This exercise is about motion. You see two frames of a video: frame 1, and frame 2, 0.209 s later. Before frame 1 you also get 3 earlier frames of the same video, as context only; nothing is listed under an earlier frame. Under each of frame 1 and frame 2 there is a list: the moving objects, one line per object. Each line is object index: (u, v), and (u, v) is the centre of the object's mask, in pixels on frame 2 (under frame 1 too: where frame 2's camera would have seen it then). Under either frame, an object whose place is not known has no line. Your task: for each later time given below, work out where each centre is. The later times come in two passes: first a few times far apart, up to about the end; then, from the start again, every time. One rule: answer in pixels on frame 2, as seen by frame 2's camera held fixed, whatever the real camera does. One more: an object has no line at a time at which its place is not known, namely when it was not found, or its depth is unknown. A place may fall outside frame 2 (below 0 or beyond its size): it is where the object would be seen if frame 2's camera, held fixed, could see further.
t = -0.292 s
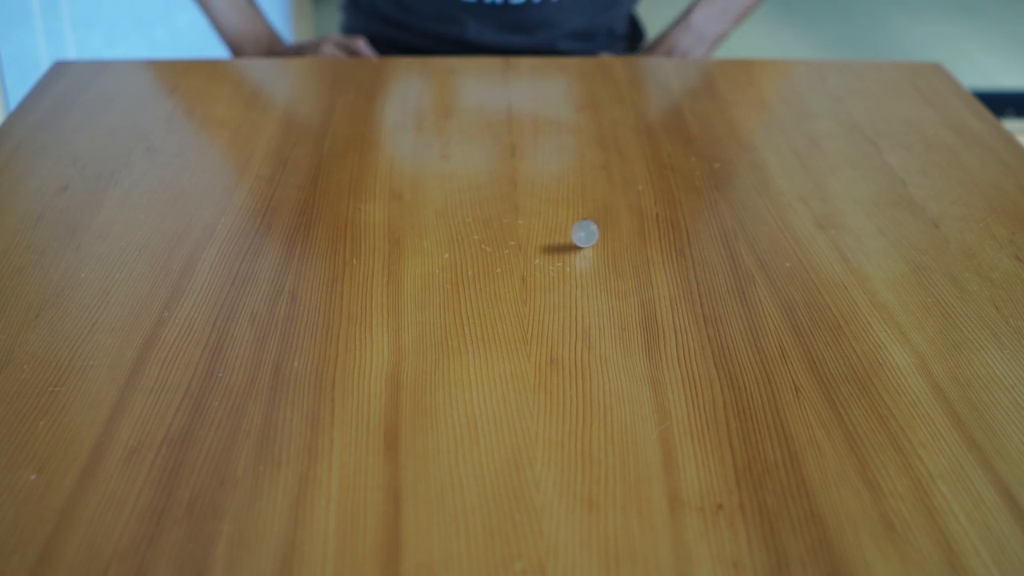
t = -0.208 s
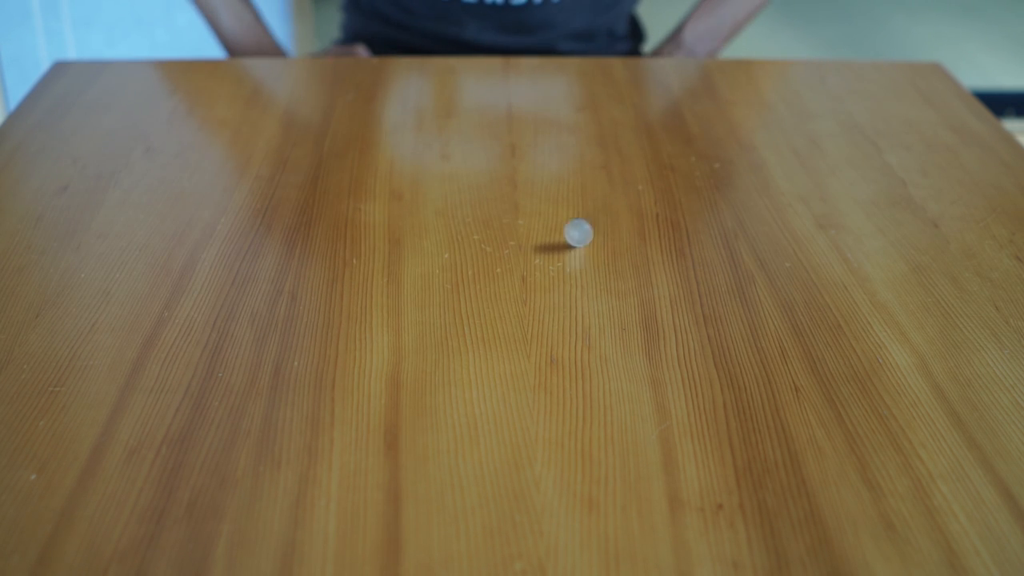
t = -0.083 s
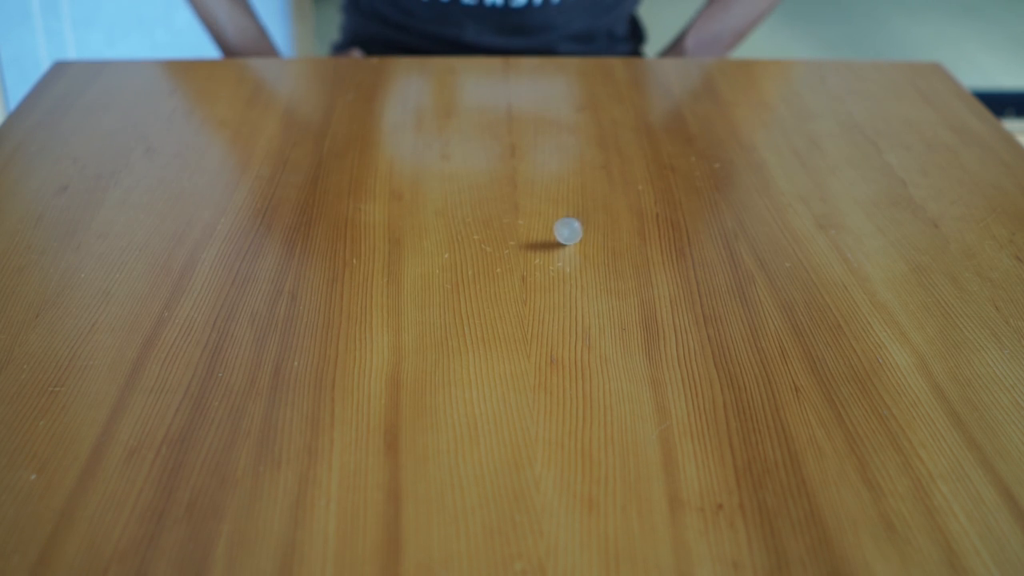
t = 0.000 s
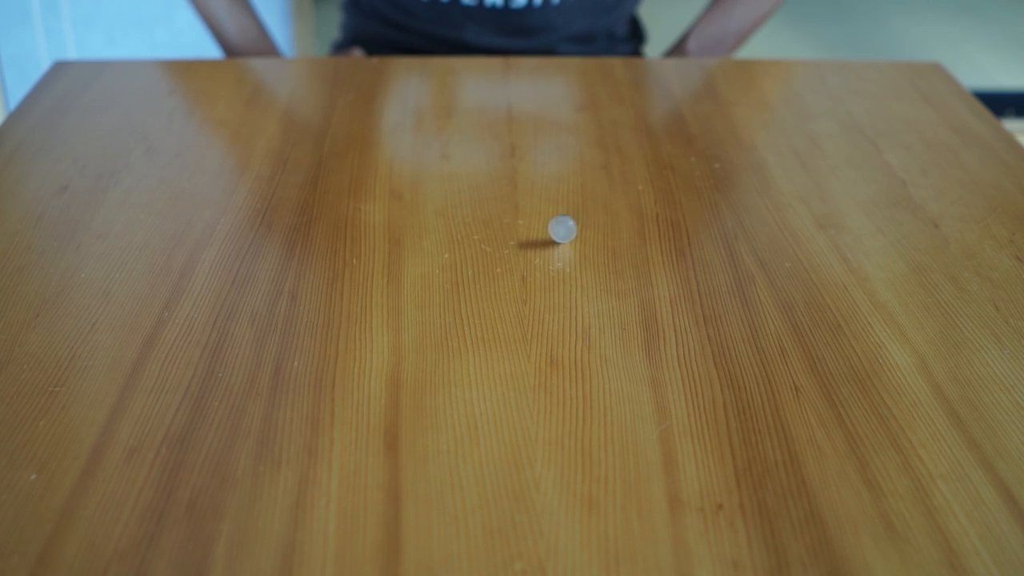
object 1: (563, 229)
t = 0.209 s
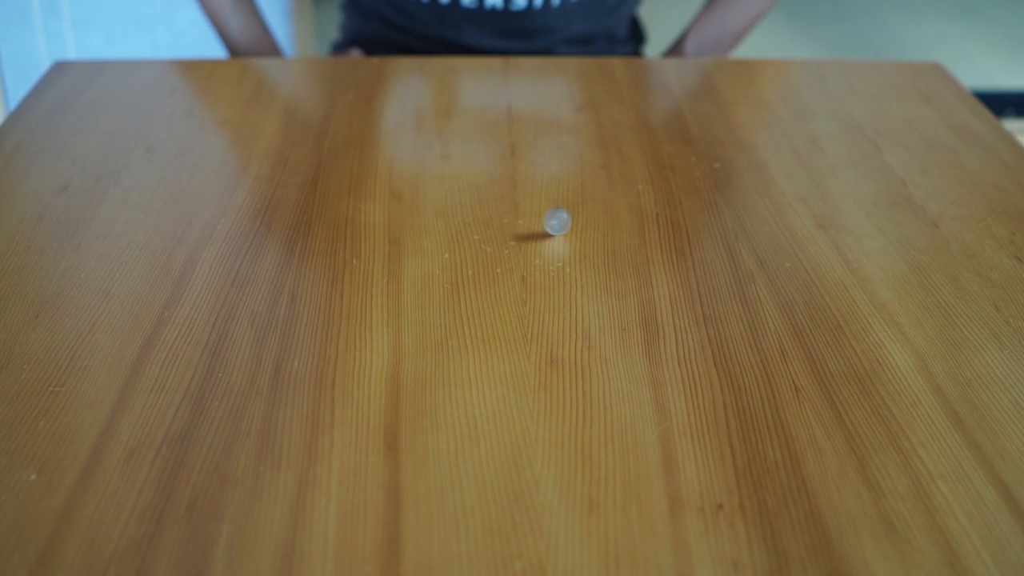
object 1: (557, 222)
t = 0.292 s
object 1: (558, 220)
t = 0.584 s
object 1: (573, 214)
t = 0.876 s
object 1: (599, 215)
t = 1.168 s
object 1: (617, 227)
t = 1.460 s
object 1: (609, 241)
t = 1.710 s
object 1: (586, 250)
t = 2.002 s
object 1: (552, 249)
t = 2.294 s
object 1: (526, 238)
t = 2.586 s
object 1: (535, 227)
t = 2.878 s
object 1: (565, 227)
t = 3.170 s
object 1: (577, 246)
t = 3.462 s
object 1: (546, 252)
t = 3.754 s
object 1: (534, 239)
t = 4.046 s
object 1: (567, 242)
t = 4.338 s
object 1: (559, 256)
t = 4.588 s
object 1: (541, 249)
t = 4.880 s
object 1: (556, 250)
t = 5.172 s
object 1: (550, 252)
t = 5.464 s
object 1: (549, 255)
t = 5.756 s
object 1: (552, 256)
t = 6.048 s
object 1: (551, 258)
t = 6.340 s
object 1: (551, 258)
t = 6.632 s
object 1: (550, 260)
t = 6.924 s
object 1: (550, 261)
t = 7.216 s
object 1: (551, 262)
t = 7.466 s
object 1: (551, 262)
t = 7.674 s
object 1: (551, 262)
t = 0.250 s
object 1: (558, 221)
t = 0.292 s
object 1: (558, 220)
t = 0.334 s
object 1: (559, 219)
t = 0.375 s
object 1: (562, 217)
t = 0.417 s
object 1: (564, 217)
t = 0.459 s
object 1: (565, 216)
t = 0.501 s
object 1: (568, 215)
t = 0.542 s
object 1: (571, 214)
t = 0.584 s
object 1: (573, 214)
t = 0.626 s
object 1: (576, 213)
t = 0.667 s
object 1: (581, 213)
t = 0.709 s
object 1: (583, 213)
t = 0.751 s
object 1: (587, 213)
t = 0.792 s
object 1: (593, 214)
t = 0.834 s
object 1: (594, 214)
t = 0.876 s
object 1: (599, 215)
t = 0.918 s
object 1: (601, 215)
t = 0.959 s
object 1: (606, 217)
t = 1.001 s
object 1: (608, 218)
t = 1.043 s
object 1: (611, 220)
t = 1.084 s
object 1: (614, 222)
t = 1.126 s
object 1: (616, 225)
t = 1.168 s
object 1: (617, 227)
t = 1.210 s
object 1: (617, 229)
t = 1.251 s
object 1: (617, 231)
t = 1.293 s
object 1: (616, 233)
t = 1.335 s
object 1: (614, 236)
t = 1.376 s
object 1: (614, 238)
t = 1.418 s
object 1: (612, 240)
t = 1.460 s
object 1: (609, 241)
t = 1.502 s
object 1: (607, 243)
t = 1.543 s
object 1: (603, 245)
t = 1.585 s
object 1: (599, 246)
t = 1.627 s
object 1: (596, 247)
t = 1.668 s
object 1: (590, 249)
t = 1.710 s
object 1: (586, 250)
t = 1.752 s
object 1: (582, 250)
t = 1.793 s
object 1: (577, 250)
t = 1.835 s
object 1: (571, 250)
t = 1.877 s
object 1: (566, 250)
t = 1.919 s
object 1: (563, 250)
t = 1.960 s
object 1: (557, 249)
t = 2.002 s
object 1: (552, 249)
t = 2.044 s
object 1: (547, 248)
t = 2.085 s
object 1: (540, 245)
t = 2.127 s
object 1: (536, 244)
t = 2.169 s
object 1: (532, 243)
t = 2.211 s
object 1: (529, 241)
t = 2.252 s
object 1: (527, 239)
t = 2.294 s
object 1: (526, 238)
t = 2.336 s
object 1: (525, 236)
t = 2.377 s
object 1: (525, 234)
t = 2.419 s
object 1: (525, 232)
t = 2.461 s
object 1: (528, 231)
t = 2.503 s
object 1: (529, 229)
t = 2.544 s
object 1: (531, 228)
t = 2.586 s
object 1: (535, 227)
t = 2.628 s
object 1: (539, 226)
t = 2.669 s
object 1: (543, 225)
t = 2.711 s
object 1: (548, 225)
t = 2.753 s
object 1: (551, 225)
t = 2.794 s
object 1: (557, 225)
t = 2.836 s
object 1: (561, 226)
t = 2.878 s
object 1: (565, 227)
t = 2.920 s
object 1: (570, 229)
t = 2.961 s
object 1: (573, 231)
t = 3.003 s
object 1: (576, 233)
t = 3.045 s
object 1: (578, 235)
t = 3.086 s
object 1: (581, 240)
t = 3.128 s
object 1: (579, 243)
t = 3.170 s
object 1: (577, 246)
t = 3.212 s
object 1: (575, 248)
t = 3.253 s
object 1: (573, 249)
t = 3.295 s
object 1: (568, 251)
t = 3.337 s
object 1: (563, 252)
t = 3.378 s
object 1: (557, 252)
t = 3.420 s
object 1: (550, 252)
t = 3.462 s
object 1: (546, 252)
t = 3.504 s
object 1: (540, 251)
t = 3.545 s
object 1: (538, 249)
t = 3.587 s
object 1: (534, 247)
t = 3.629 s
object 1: (531, 245)
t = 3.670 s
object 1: (531, 243)
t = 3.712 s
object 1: (531, 241)
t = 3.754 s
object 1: (534, 239)
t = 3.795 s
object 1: (536, 237)
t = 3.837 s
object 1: (541, 236)
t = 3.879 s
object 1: (546, 236)
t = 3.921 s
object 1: (551, 236)
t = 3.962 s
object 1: (555, 236)
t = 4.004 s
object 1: (560, 237)
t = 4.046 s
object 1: (567, 242)
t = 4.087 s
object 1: (570, 243)
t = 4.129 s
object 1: (571, 245)
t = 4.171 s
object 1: (570, 248)
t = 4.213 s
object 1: (570, 252)
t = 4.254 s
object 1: (568, 253)
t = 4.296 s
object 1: (564, 254)
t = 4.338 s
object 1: (559, 256)
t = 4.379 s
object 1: (556, 255)
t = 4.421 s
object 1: (551, 254)
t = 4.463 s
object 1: (547, 255)
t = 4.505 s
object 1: (545, 254)
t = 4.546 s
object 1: (543, 250)
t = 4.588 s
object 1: (541, 249)
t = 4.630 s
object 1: (543, 248)
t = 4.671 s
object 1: (545, 247)
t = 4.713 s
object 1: (547, 247)
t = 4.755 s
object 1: (551, 247)
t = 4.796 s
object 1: (553, 247)
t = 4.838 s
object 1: (556, 251)
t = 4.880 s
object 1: (556, 250)
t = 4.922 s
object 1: (555, 254)
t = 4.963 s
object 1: (553, 254)
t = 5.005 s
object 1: (550, 254)
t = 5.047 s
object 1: (547, 252)
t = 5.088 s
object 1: (547, 252)
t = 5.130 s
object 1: (548, 251)
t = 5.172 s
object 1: (550, 252)
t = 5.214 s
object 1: (551, 251)
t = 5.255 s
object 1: (554, 252)
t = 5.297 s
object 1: (553, 253)
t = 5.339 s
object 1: (553, 254)
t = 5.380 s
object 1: (551, 254)
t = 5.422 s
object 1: (550, 255)
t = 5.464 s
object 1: (549, 255)
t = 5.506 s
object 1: (549, 254)
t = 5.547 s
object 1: (551, 254)
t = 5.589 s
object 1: (550, 253)
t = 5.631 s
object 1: (551, 255)
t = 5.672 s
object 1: (552, 255)
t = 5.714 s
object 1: (552, 256)
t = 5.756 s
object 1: (552, 256)
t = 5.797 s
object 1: (550, 257)
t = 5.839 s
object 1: (549, 256)
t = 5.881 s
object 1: (550, 257)
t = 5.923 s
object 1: (549, 255)
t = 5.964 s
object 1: (550, 256)
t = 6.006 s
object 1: (551, 256)
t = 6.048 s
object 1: (551, 258)
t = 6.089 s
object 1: (550, 257)
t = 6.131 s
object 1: (549, 258)
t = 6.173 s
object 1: (550, 257)
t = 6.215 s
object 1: (550, 258)
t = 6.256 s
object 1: (550, 258)
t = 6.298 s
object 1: (551, 257)
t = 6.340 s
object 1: (551, 258)
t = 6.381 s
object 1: (550, 259)
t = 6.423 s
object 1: (549, 259)
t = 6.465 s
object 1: (549, 259)
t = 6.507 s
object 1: (550, 258)
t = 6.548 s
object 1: (550, 259)
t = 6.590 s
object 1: (550, 260)
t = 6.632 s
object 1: (550, 260)
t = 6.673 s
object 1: (550, 260)
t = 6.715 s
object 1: (550, 260)
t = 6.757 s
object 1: (550, 260)
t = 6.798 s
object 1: (550, 260)
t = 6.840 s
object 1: (550, 260)
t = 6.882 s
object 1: (550, 260)
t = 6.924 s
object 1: (550, 261)
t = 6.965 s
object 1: (550, 261)
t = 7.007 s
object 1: (551, 261)
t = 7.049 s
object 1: (551, 261)
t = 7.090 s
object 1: (551, 261)
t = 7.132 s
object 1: (551, 261)
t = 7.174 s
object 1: (551, 261)
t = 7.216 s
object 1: (551, 262)
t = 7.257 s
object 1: (551, 262)
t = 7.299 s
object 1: (551, 262)
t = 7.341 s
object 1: (551, 262)
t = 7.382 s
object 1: (551, 262)
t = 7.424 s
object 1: (551, 262)
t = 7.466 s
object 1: (551, 262)
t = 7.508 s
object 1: (551, 262)
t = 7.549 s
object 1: (551, 262)
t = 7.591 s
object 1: (551, 262)
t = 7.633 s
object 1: (551, 262)
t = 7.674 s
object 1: (551, 262)
